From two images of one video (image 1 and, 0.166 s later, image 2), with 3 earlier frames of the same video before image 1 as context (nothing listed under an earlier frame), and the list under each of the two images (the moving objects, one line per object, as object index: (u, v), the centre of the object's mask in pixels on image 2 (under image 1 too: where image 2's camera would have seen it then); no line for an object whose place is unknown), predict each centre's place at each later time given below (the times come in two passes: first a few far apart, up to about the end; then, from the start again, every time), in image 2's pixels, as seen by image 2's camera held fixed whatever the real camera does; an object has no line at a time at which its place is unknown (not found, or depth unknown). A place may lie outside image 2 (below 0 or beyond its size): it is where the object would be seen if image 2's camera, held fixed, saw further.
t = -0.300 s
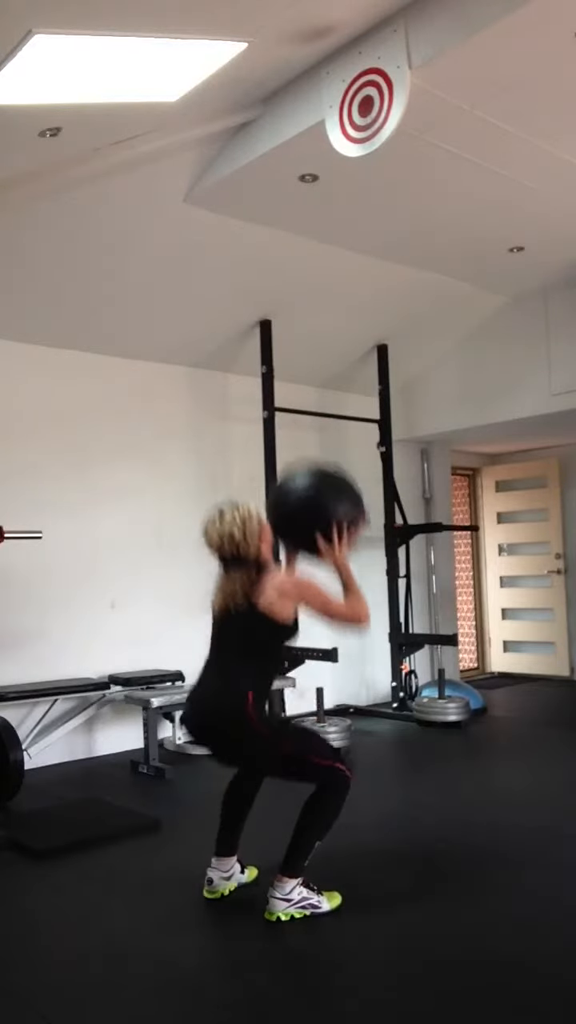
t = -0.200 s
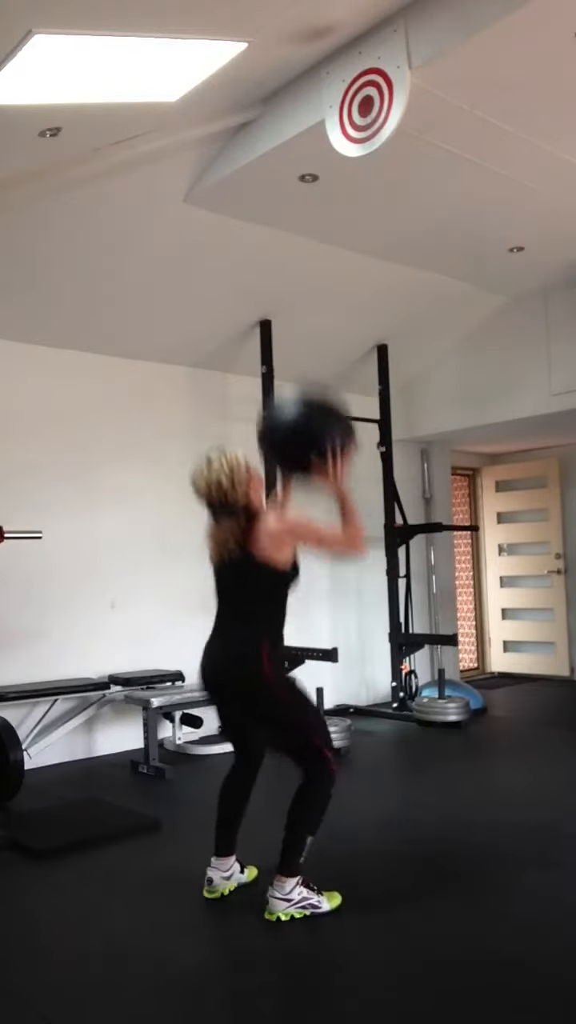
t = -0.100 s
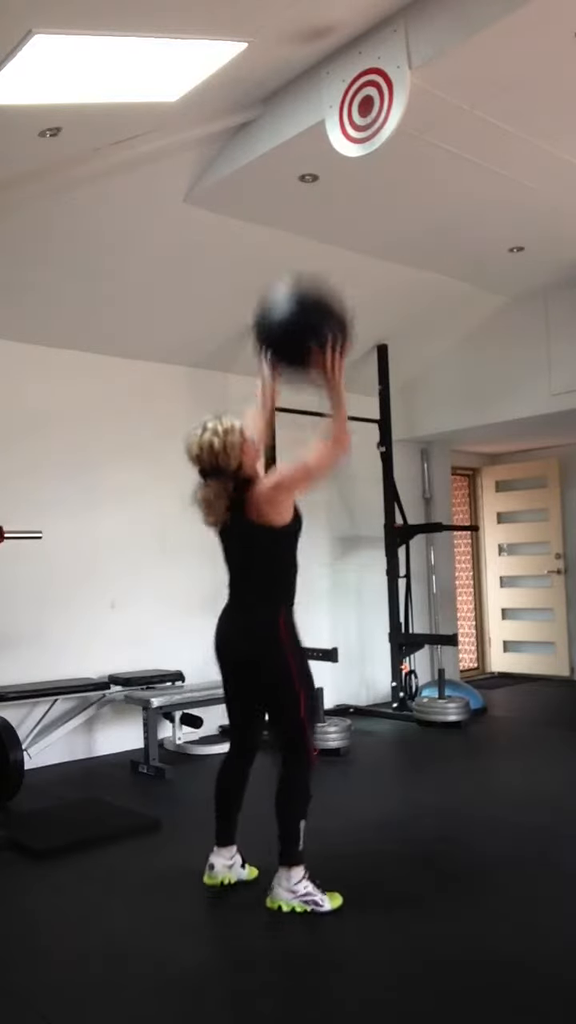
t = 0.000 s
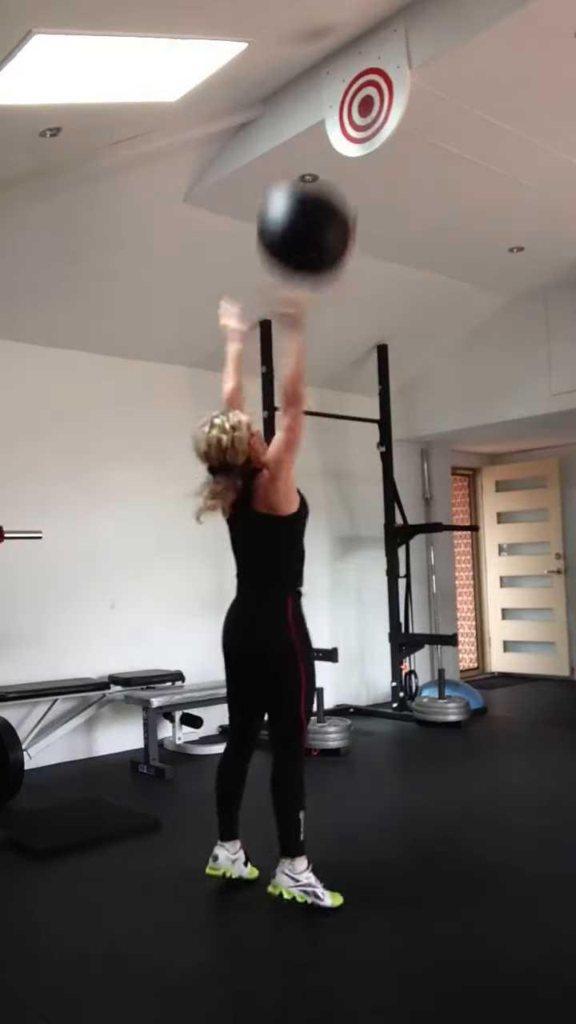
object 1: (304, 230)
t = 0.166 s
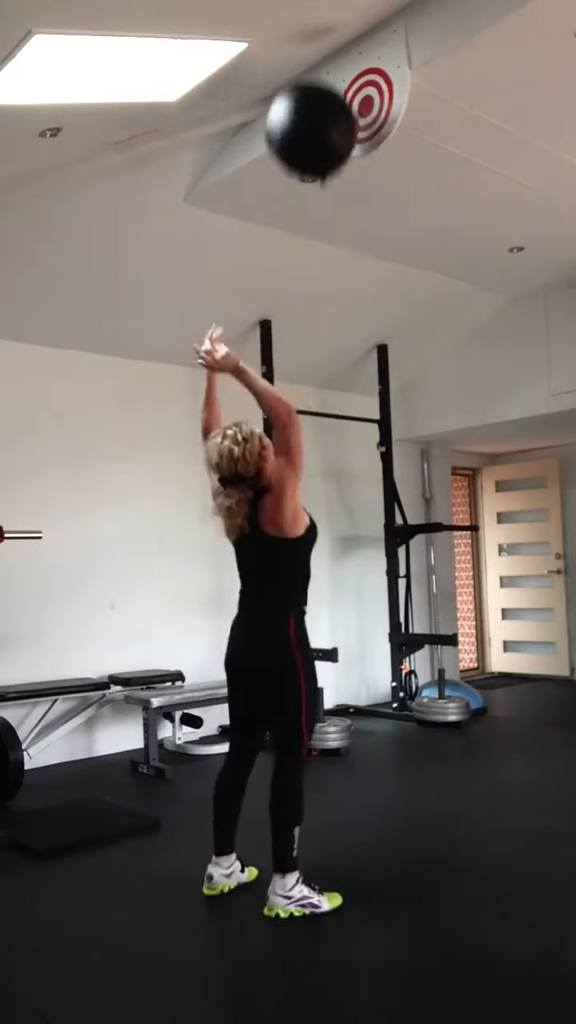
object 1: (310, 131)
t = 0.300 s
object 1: (317, 99)
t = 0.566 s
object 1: (332, 157)
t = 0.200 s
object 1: (312, 118)
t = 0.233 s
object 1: (314, 109)
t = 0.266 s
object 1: (316, 103)
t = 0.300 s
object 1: (317, 99)
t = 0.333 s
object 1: (320, 98)
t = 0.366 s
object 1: (321, 99)
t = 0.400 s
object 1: (325, 103)
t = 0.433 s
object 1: (327, 110)
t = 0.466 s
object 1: (330, 119)
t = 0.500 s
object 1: (332, 131)
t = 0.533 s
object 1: (332, 143)
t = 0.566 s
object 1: (332, 157)
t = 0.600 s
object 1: (333, 172)
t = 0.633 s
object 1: (332, 191)
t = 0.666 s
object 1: (332, 211)
